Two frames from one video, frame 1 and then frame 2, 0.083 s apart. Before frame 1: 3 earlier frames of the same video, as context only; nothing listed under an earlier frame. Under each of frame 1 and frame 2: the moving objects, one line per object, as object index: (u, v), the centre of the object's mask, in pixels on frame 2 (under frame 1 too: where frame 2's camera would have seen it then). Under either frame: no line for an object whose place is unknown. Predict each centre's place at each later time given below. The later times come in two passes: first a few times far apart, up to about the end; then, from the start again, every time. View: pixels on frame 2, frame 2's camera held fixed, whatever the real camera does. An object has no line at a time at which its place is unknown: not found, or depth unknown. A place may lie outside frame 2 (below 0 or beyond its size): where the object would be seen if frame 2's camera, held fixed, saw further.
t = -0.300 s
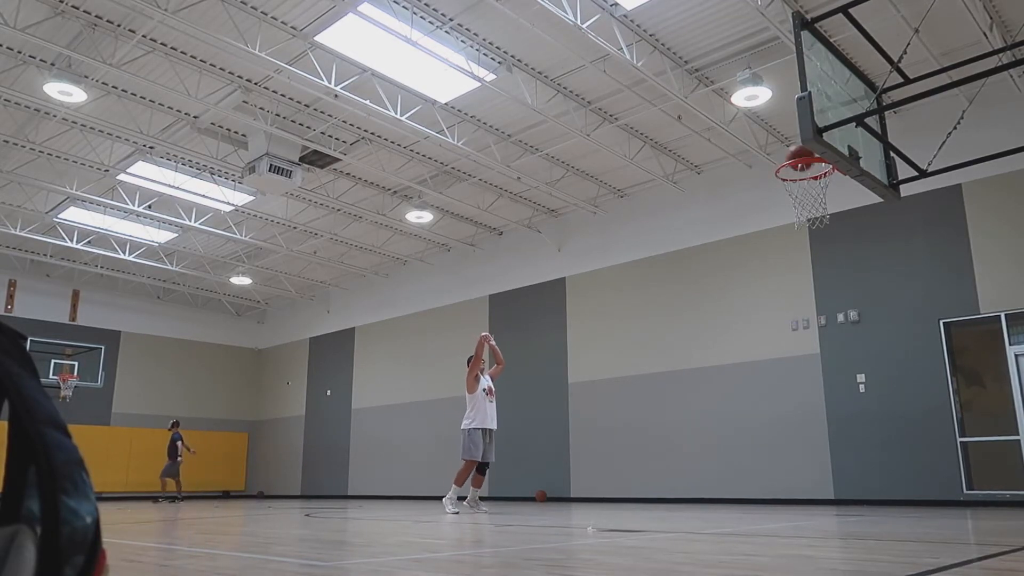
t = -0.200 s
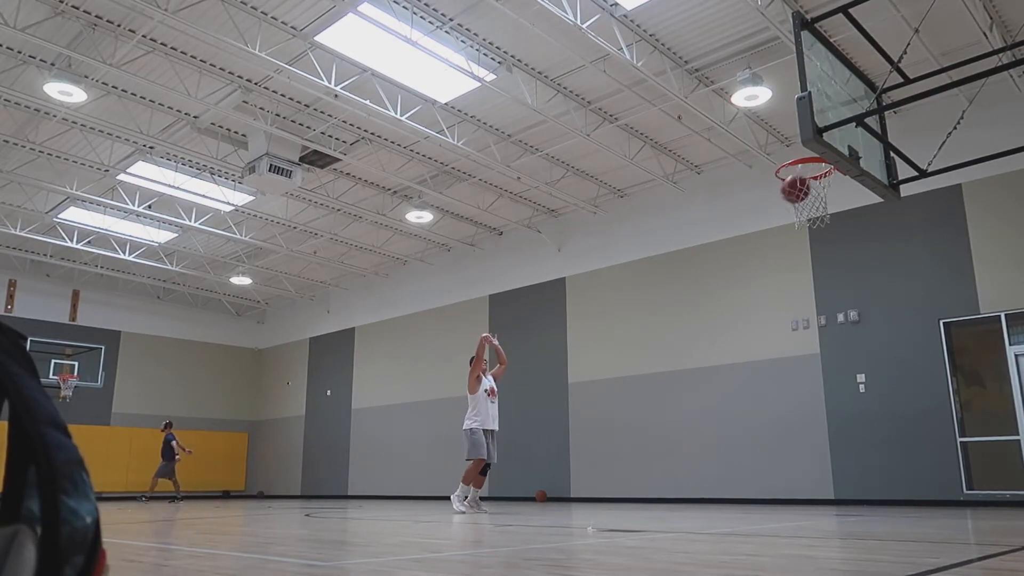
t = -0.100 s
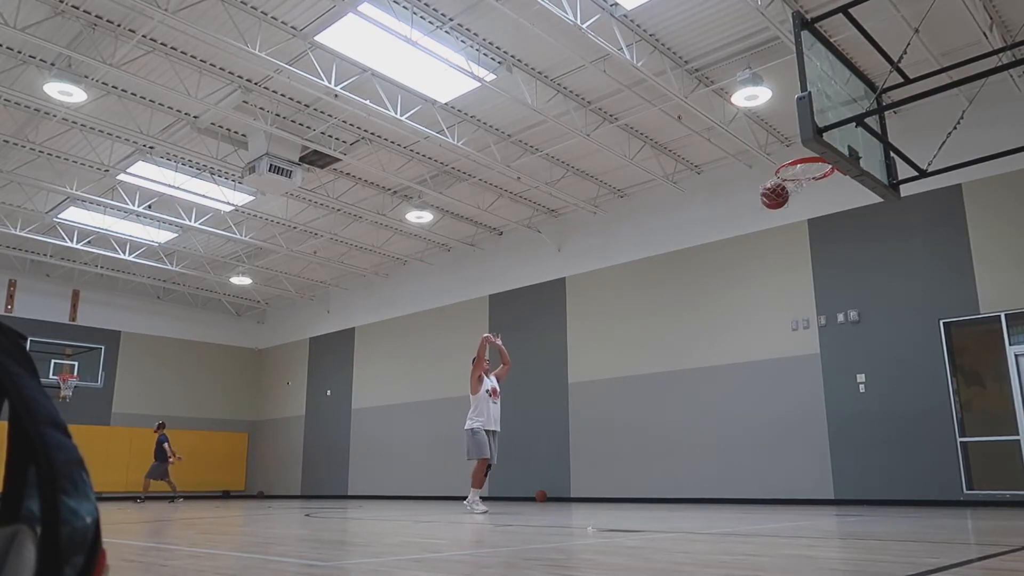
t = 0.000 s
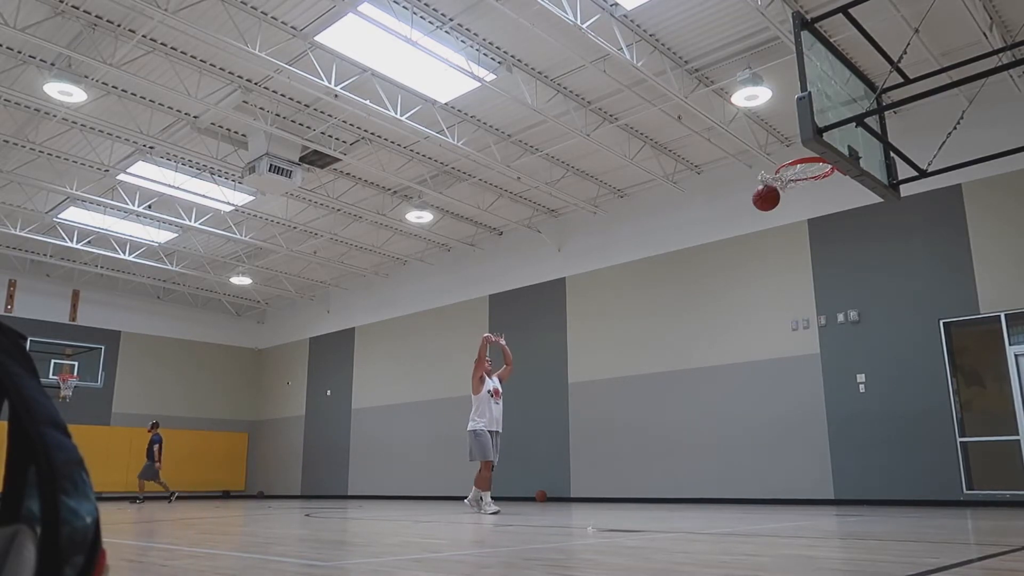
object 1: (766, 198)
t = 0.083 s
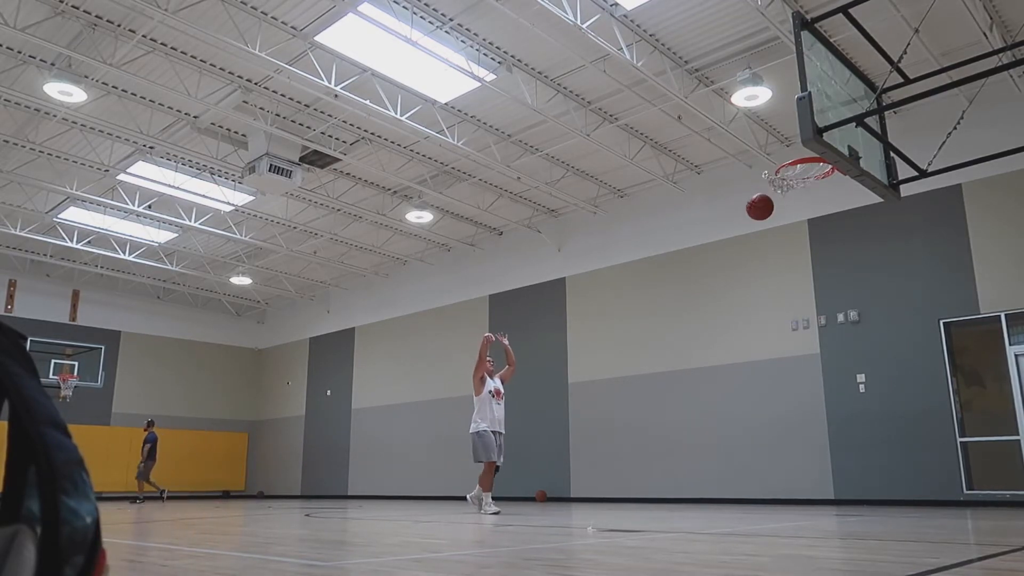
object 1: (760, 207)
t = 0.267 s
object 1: (748, 252)
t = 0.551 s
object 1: (736, 396)
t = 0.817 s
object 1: (731, 446)
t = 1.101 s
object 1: (736, 360)
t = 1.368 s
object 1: (747, 359)
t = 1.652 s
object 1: (766, 448)
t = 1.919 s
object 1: (774, 450)
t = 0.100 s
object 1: (759, 210)
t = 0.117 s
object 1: (758, 213)
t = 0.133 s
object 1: (756, 216)
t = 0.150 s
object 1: (755, 219)
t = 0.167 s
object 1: (754, 223)
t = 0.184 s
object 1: (753, 227)
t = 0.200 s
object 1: (752, 232)
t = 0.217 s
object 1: (751, 237)
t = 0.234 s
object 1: (750, 242)
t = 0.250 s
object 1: (749, 247)
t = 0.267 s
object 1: (748, 252)
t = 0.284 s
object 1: (747, 258)
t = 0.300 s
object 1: (747, 264)
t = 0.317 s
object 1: (746, 271)
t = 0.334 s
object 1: (745, 278)
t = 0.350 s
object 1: (744, 285)
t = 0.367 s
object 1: (743, 292)
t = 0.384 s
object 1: (742, 300)
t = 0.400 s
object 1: (742, 308)
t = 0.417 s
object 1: (741, 316)
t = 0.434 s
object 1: (740, 325)
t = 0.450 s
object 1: (740, 334)
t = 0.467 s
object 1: (739, 344)
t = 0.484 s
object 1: (738, 353)
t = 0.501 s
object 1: (737, 363)
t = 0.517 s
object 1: (737, 373)
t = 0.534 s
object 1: (736, 384)
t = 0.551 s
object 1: (736, 396)
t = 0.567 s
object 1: (735, 407)
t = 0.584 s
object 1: (734, 418)
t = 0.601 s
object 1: (734, 431)
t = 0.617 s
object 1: (733, 443)
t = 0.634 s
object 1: (733, 456)
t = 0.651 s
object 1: (732, 469)
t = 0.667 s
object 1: (732, 483)
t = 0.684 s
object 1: (731, 497)
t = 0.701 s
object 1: (731, 508)
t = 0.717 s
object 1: (731, 499)
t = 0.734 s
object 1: (731, 490)
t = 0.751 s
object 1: (731, 480)
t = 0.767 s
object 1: (731, 471)
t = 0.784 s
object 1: (731, 462)
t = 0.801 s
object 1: (731, 454)
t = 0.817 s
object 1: (731, 446)
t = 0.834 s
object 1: (731, 438)
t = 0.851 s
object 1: (731, 431)
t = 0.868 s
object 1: (731, 424)
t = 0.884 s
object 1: (732, 417)
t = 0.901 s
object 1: (732, 411)
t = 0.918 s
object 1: (732, 405)
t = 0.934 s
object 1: (733, 399)
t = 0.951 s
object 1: (733, 394)
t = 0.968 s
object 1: (733, 389)
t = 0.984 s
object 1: (733, 384)
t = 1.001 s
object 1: (734, 380)
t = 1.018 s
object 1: (734, 376)
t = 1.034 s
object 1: (735, 372)
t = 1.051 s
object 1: (735, 369)
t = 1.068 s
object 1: (735, 365)
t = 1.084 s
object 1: (736, 363)
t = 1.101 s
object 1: (736, 360)
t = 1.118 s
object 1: (737, 358)
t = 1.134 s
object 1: (737, 356)
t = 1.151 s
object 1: (738, 354)
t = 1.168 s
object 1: (738, 352)
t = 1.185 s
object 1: (739, 351)
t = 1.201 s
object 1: (740, 351)
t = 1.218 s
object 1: (740, 350)
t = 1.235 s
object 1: (741, 350)
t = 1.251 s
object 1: (742, 350)
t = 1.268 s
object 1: (742, 351)
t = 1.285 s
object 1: (743, 351)
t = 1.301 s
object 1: (744, 352)
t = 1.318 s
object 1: (745, 353)
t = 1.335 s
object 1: (745, 355)
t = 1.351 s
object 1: (746, 357)
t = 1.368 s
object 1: (747, 359)
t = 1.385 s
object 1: (748, 362)
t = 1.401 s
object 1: (749, 365)
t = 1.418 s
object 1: (750, 368)
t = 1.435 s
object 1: (751, 371)
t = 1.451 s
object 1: (752, 375)
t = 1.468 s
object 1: (753, 380)
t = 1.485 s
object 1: (754, 384)
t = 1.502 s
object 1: (755, 389)
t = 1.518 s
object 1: (756, 394)
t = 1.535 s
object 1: (757, 399)
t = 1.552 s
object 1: (759, 405)
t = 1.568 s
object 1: (760, 411)
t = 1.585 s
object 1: (761, 418)
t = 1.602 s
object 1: (762, 425)
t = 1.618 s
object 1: (764, 432)
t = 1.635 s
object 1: (765, 440)
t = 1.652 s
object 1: (766, 448)
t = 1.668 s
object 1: (768, 456)
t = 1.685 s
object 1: (769, 465)
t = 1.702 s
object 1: (770, 474)
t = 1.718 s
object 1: (772, 483)
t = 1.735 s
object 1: (774, 493)
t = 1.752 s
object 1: (775, 504)
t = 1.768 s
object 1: (776, 506)
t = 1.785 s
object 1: (775, 499)
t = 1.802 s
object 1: (775, 492)
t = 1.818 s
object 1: (775, 485)
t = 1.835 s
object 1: (774, 478)
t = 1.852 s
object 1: (775, 472)
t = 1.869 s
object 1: (775, 466)
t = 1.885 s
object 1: (774, 461)
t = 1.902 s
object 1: (774, 456)
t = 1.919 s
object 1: (774, 450)
